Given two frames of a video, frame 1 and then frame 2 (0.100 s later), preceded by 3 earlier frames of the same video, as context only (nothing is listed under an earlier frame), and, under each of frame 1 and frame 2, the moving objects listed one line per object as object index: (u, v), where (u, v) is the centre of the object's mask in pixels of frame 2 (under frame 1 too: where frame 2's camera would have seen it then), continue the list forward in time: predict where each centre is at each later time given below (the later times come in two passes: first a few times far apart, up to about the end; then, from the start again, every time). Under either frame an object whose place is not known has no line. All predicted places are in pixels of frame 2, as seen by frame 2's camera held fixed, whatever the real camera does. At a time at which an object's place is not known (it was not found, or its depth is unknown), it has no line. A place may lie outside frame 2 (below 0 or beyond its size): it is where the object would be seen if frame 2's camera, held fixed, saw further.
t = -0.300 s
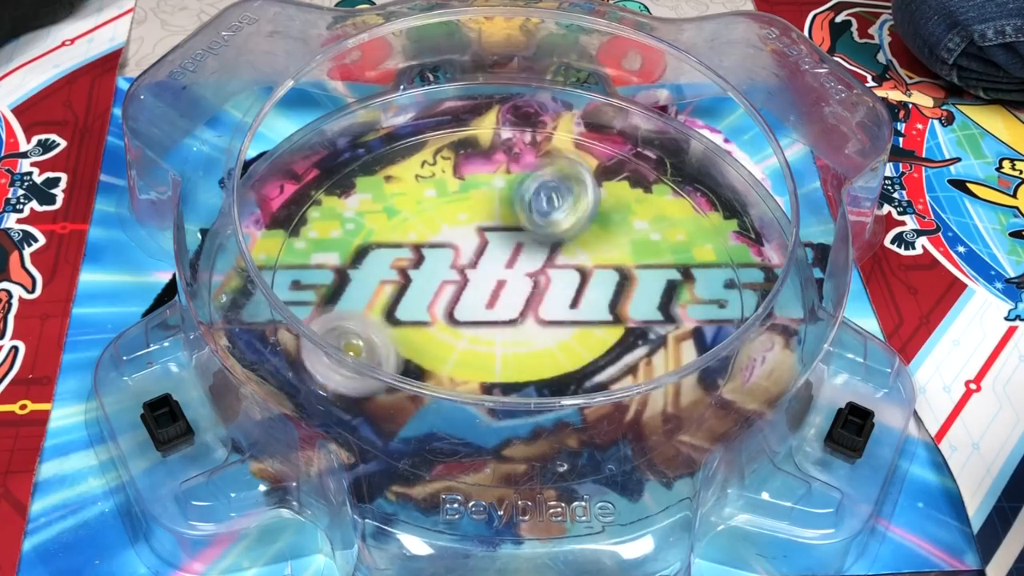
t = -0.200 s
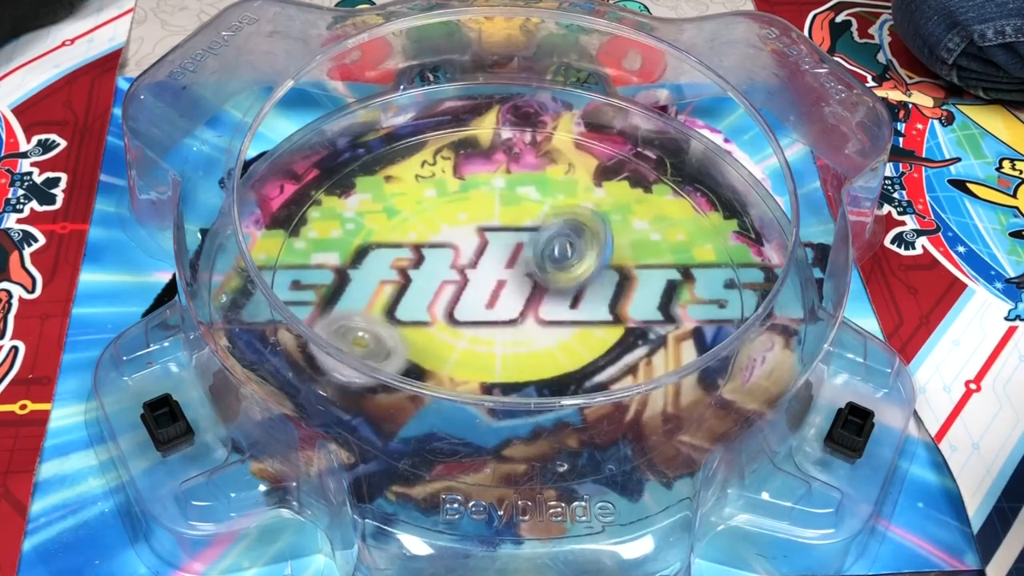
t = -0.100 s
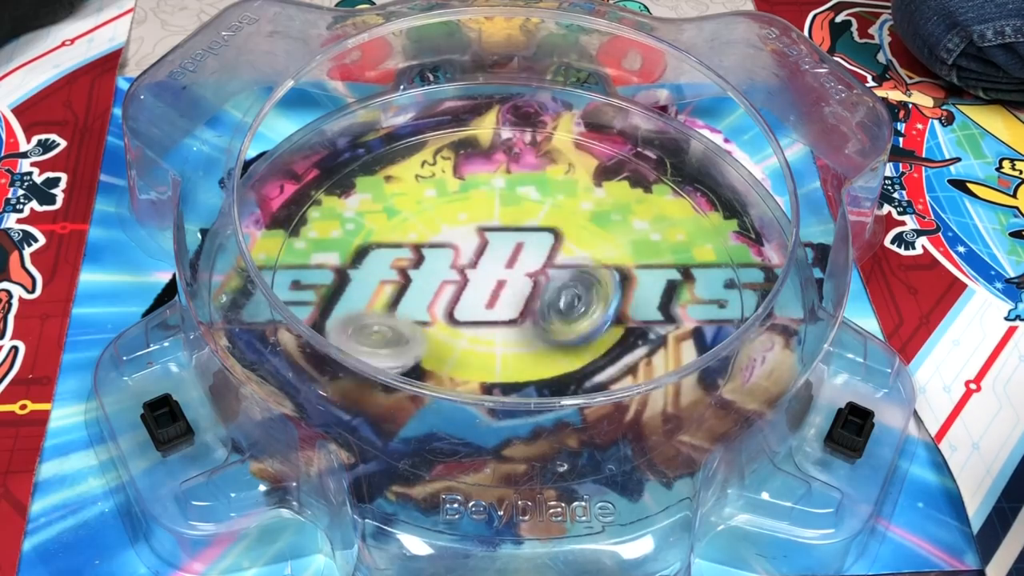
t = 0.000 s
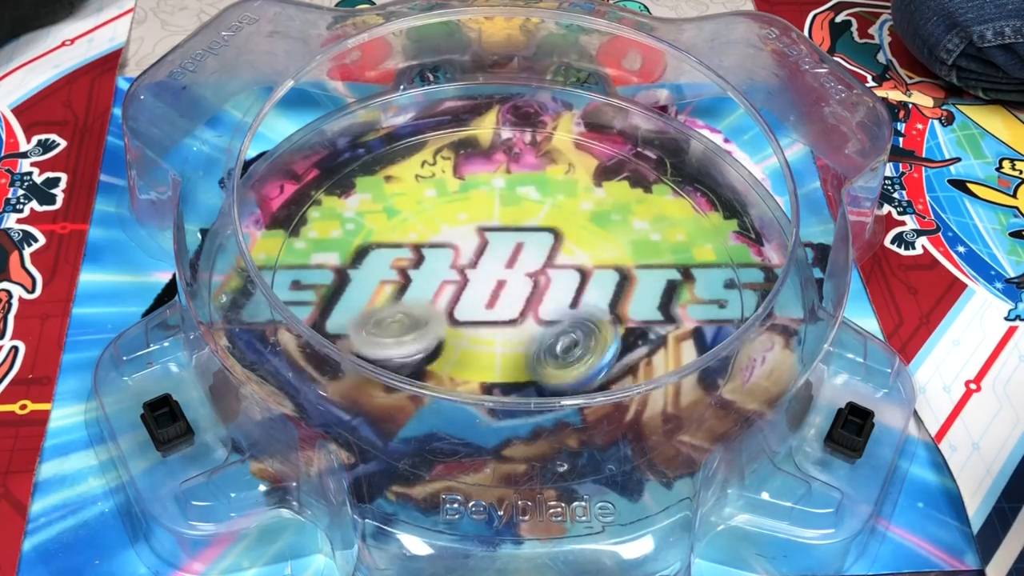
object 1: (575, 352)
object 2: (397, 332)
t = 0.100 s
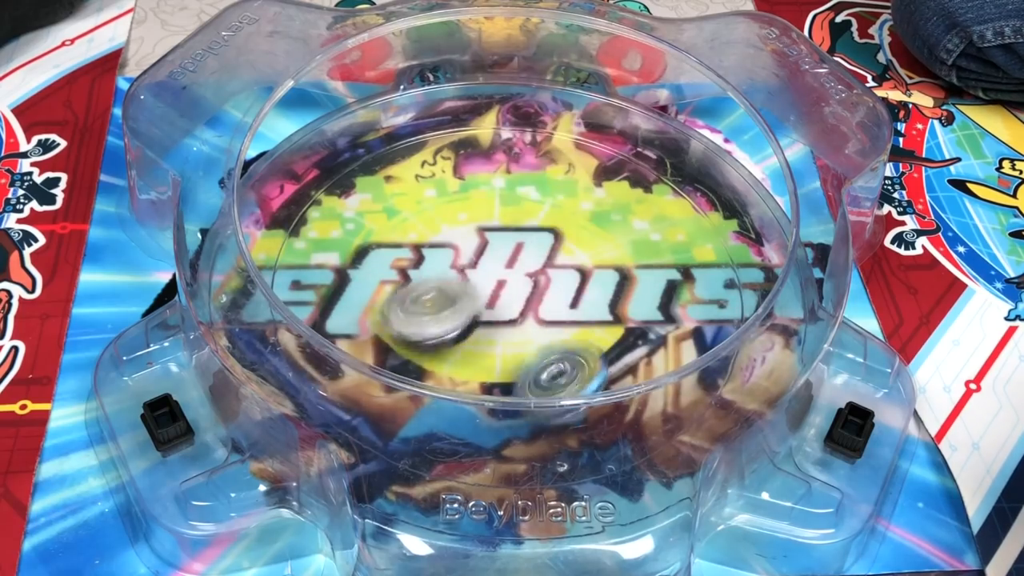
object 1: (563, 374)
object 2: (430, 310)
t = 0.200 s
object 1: (538, 384)
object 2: (471, 274)
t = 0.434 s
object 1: (469, 370)
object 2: (531, 198)
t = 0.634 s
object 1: (452, 303)
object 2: (528, 189)
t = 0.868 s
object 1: (438, 242)
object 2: (561, 179)
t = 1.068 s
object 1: (480, 231)
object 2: (584, 197)
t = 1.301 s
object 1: (538, 266)
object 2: (607, 220)
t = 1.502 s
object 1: (549, 310)
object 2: (620, 240)
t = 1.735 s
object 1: (508, 335)
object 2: (625, 266)
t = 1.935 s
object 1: (482, 306)
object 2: (621, 289)
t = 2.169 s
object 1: (501, 260)
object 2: (607, 312)
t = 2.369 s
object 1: (546, 250)
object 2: (591, 329)
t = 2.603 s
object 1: (561, 247)
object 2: (580, 359)
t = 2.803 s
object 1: (542, 236)
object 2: (572, 368)
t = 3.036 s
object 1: (522, 237)
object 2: (543, 357)
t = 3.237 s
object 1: (501, 243)
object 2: (482, 323)
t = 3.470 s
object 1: (488, 243)
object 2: (440, 323)
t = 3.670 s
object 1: (495, 235)
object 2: (450, 324)
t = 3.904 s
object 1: (534, 220)
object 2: (481, 329)
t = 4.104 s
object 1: (530, 233)
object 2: (475, 313)
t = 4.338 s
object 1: (510, 243)
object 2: (456, 300)
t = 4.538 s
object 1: (510, 237)
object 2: (457, 309)
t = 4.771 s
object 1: (531, 234)
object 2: (482, 318)
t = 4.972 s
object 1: (535, 239)
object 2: (481, 313)
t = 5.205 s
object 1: (527, 242)
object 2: (494, 312)
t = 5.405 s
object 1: (524, 224)
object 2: (501, 308)
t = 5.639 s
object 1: (520, 233)
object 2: (506, 309)
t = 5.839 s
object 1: (510, 233)
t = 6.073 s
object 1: (509, 231)
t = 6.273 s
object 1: (517, 232)
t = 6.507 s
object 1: (504, 253)
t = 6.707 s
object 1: (496, 248)
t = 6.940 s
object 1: (494, 247)
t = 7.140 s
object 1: (493, 247)
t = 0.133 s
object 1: (555, 378)
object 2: (445, 299)
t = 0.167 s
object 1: (547, 382)
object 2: (459, 287)
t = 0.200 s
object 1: (538, 384)
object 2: (471, 274)
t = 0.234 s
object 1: (525, 385)
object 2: (485, 260)
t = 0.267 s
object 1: (515, 386)
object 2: (497, 247)
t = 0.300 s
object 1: (507, 385)
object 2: (507, 235)
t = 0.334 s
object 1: (493, 383)
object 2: (517, 223)
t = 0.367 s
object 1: (486, 379)
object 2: (524, 212)
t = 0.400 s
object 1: (477, 374)
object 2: (529, 204)
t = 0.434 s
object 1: (469, 370)
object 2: (531, 198)
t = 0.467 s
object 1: (465, 364)
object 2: (532, 194)
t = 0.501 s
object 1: (460, 357)
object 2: (532, 192)
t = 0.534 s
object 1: (455, 347)
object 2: (532, 189)
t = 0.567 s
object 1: (454, 332)
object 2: (531, 188)
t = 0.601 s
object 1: (451, 318)
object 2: (530, 188)
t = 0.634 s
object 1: (452, 303)
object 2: (528, 189)
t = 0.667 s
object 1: (456, 288)
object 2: (525, 192)
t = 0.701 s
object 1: (458, 273)
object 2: (523, 193)
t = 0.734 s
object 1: (464, 250)
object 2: (522, 196)
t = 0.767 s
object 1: (457, 244)
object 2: (529, 192)
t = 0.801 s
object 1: (447, 243)
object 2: (544, 185)
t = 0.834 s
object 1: (441, 245)
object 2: (555, 181)
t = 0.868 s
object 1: (438, 242)
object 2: (561, 179)
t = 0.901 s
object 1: (443, 240)
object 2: (564, 181)
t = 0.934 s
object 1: (445, 236)
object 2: (567, 184)
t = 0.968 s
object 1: (457, 234)
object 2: (571, 187)
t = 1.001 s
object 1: (463, 234)
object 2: (576, 192)
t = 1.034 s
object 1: (474, 235)
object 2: (580, 195)
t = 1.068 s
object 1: (480, 231)
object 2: (584, 197)
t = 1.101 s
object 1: (490, 235)
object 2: (587, 201)
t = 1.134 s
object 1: (495, 237)
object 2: (591, 204)
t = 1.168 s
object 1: (506, 241)
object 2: (594, 207)
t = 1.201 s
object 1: (516, 248)
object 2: (597, 210)
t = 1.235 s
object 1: (524, 256)
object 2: (601, 213)
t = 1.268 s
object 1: (531, 259)
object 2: (604, 216)
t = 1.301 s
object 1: (538, 266)
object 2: (607, 220)
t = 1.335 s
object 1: (546, 273)
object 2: (609, 224)
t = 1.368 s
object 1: (546, 282)
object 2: (611, 227)
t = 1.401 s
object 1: (551, 288)
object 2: (614, 231)
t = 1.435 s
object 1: (551, 296)
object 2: (616, 233)
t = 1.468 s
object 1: (552, 306)
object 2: (618, 237)
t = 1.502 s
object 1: (549, 310)
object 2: (620, 240)
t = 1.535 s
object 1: (547, 321)
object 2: (622, 244)
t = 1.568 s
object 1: (541, 327)
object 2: (624, 248)
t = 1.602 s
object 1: (536, 330)
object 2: (625, 252)
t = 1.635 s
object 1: (527, 334)
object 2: (626, 255)
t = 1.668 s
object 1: (523, 335)
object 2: (626, 259)
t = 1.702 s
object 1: (513, 336)
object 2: (626, 262)
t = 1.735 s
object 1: (508, 335)
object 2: (625, 266)
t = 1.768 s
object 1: (499, 332)
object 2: (625, 271)
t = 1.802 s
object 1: (495, 330)
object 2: (625, 274)
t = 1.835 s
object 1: (488, 325)
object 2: (624, 278)
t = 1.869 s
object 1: (486, 320)
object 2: (623, 282)
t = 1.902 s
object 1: (481, 313)
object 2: (622, 285)
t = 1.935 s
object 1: (482, 306)
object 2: (621, 289)
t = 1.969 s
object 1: (479, 299)
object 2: (620, 293)
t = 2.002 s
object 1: (481, 295)
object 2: (619, 296)
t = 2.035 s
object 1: (482, 281)
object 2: (617, 300)
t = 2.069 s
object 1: (487, 283)
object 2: (615, 303)
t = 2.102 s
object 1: (490, 270)
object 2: (613, 304)
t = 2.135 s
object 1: (498, 270)
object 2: (611, 308)
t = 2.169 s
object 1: (501, 260)
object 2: (607, 312)
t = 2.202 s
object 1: (512, 262)
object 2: (605, 315)
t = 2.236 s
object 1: (517, 254)
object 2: (603, 319)
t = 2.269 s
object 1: (528, 258)
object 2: (600, 321)
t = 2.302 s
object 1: (533, 251)
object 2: (597, 323)
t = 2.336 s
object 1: (540, 256)
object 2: (596, 326)
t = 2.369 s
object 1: (546, 250)
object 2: (591, 329)
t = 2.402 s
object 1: (553, 258)
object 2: (587, 331)
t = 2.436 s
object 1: (559, 255)
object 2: (584, 333)
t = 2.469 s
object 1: (563, 262)
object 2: (582, 337)
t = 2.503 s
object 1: (567, 257)
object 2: (582, 338)
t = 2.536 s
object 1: (569, 264)
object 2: (581, 341)
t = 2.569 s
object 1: (567, 250)
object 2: (582, 353)
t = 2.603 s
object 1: (561, 247)
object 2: (580, 359)
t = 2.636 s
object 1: (555, 243)
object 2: (580, 364)
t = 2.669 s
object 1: (553, 241)
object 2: (577, 366)
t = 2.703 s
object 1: (549, 239)
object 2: (577, 367)
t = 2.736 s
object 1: (547, 237)
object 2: (576, 369)
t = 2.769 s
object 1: (544, 236)
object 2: (574, 369)
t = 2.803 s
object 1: (542, 236)
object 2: (572, 368)
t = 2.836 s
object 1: (539, 235)
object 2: (571, 367)
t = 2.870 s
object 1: (535, 228)
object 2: (569, 366)
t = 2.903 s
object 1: (533, 235)
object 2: (566, 365)
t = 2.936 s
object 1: (530, 228)
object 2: (561, 364)
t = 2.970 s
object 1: (528, 236)
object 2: (557, 363)
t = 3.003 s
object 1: (523, 229)
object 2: (551, 360)
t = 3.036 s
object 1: (522, 237)
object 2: (543, 357)
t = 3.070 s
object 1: (515, 231)
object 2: (535, 354)
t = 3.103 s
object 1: (515, 239)
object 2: (526, 349)
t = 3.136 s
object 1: (508, 235)
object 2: (515, 345)
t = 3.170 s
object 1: (508, 241)
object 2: (504, 339)
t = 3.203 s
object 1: (501, 237)
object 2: (492, 329)
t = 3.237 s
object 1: (501, 243)
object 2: (482, 323)
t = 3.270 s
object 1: (496, 244)
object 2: (472, 320)
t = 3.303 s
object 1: (494, 243)
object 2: (464, 316)
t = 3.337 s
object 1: (491, 244)
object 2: (457, 316)
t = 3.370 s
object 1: (489, 244)
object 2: (453, 313)
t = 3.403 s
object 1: (487, 244)
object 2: (450, 315)
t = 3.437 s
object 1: (488, 243)
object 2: (444, 317)
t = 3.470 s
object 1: (488, 243)
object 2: (440, 323)
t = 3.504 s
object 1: (487, 240)
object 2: (441, 326)
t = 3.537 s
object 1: (489, 240)
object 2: (441, 329)
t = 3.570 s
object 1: (487, 233)
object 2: (443, 329)
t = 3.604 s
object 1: (492, 238)
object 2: (445, 326)
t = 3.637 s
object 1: (490, 232)
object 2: (447, 326)
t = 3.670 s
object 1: (495, 235)
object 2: (450, 324)
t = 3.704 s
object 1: (494, 236)
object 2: (453, 324)
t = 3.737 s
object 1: (497, 238)
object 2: (459, 322)
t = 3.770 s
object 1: (498, 242)
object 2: (467, 318)
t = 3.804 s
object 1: (506, 242)
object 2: (471, 322)
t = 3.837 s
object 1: (518, 233)
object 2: (474, 327)
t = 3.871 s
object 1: (525, 224)
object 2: (476, 330)
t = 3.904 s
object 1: (534, 220)
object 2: (481, 329)
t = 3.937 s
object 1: (536, 222)
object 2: (483, 326)
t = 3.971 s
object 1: (533, 219)
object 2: (481, 322)
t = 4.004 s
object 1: (533, 224)
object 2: (478, 320)
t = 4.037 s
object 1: (531, 228)
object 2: (475, 319)
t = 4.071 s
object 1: (530, 230)
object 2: (477, 315)
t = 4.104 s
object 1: (530, 233)
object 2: (475, 313)
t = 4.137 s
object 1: (526, 236)
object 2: (475, 309)
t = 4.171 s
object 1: (524, 238)
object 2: (473, 304)
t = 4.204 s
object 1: (518, 242)
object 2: (469, 303)
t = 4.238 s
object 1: (515, 243)
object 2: (466, 302)
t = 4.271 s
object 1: (513, 245)
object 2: (462, 301)
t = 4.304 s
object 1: (512, 245)
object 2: (460, 301)
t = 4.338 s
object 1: (510, 243)
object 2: (456, 300)
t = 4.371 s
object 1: (509, 243)
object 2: (455, 303)
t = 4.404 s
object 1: (508, 240)
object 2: (454, 306)
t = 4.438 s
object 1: (510, 238)
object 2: (453, 305)
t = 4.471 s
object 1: (510, 239)
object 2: (454, 307)
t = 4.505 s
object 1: (507, 237)
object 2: (456, 310)
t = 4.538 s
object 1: (510, 237)
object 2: (457, 309)
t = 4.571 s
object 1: (510, 239)
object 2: (459, 309)
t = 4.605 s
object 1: (511, 239)
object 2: (462, 309)
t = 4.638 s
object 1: (513, 242)
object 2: (471, 306)
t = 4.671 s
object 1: (515, 242)
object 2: (475, 307)
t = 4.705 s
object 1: (521, 237)
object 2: (477, 311)
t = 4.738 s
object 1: (527, 234)
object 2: (478, 318)
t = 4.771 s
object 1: (531, 234)
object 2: (482, 318)
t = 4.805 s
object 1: (533, 235)
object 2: (487, 317)
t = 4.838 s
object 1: (532, 240)
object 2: (486, 314)
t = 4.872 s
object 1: (525, 242)
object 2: (483, 310)
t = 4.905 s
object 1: (529, 239)
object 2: (482, 311)
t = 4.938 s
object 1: (533, 238)
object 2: (482, 313)
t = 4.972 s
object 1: (535, 239)
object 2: (481, 313)
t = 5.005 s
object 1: (535, 240)
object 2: (481, 312)
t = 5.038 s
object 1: (535, 243)
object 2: (483, 311)
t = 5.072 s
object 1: (529, 244)
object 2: (481, 310)
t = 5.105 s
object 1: (526, 242)
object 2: (481, 312)
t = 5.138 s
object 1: (527, 240)
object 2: (484, 315)
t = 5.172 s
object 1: (529, 239)
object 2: (488, 314)
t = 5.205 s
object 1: (527, 242)
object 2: (494, 312)
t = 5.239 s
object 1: (525, 242)
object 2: (495, 309)
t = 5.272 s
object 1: (522, 239)
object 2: (493, 311)
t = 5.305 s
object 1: (519, 232)
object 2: (496, 311)
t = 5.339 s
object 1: (520, 223)
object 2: (496, 315)
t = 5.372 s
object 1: (523, 222)
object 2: (503, 314)
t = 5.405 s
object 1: (524, 224)
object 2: (501, 308)
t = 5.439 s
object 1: (521, 228)
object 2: (503, 307)
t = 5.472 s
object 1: (517, 229)
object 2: (497, 306)
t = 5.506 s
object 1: (516, 227)
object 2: (497, 304)
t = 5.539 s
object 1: (516, 226)
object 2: (499, 305)
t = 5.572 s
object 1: (518, 227)
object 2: (499, 306)
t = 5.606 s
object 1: (520, 230)
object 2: (503, 308)
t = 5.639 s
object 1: (520, 233)
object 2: (506, 309)
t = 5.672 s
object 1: (516, 236)
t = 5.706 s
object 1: (515, 232)
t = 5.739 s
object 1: (515, 231)
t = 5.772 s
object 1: (516, 233)
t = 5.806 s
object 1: (515, 233)
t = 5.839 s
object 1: (510, 233)
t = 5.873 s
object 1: (510, 233)
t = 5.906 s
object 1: (512, 230)
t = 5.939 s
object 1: (513, 230)
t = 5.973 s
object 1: (509, 232)
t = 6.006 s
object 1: (508, 230)
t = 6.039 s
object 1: (510, 231)
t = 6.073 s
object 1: (509, 231)
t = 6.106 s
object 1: (512, 233)
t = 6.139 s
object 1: (516, 230)
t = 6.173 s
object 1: (520, 231)
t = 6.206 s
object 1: (521, 230)
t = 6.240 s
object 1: (519, 231)
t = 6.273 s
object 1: (517, 232)
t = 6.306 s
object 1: (514, 236)
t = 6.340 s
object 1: (515, 237)
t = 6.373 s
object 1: (516, 240)
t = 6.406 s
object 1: (514, 245)
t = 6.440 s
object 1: (512, 250)
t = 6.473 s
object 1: (507, 254)
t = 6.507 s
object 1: (504, 253)
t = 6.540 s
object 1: (503, 252)
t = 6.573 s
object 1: (498, 251)
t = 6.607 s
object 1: (496, 254)
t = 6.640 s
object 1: (496, 255)
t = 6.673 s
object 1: (496, 253)
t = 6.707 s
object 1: (496, 248)
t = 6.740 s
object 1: (495, 245)
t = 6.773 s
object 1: (494, 244)
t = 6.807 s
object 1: (493, 247)
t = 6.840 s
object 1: (493, 248)
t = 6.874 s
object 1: (493, 248)
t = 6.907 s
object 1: (493, 247)
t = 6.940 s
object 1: (494, 247)
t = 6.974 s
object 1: (494, 247)
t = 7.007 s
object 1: (494, 247)
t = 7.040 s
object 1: (494, 247)
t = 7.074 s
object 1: (493, 247)
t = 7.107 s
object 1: (493, 248)
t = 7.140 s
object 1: (493, 247)
